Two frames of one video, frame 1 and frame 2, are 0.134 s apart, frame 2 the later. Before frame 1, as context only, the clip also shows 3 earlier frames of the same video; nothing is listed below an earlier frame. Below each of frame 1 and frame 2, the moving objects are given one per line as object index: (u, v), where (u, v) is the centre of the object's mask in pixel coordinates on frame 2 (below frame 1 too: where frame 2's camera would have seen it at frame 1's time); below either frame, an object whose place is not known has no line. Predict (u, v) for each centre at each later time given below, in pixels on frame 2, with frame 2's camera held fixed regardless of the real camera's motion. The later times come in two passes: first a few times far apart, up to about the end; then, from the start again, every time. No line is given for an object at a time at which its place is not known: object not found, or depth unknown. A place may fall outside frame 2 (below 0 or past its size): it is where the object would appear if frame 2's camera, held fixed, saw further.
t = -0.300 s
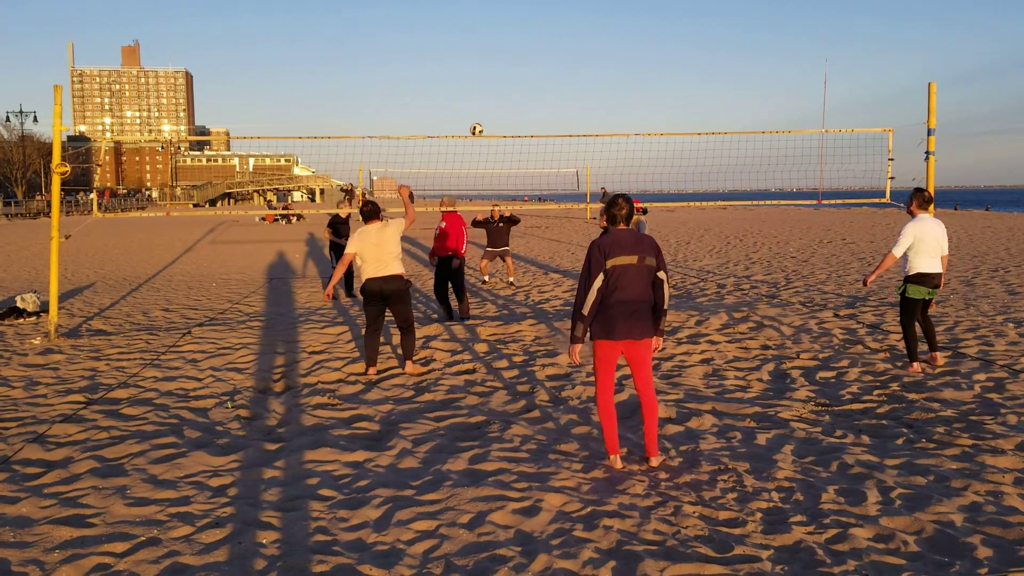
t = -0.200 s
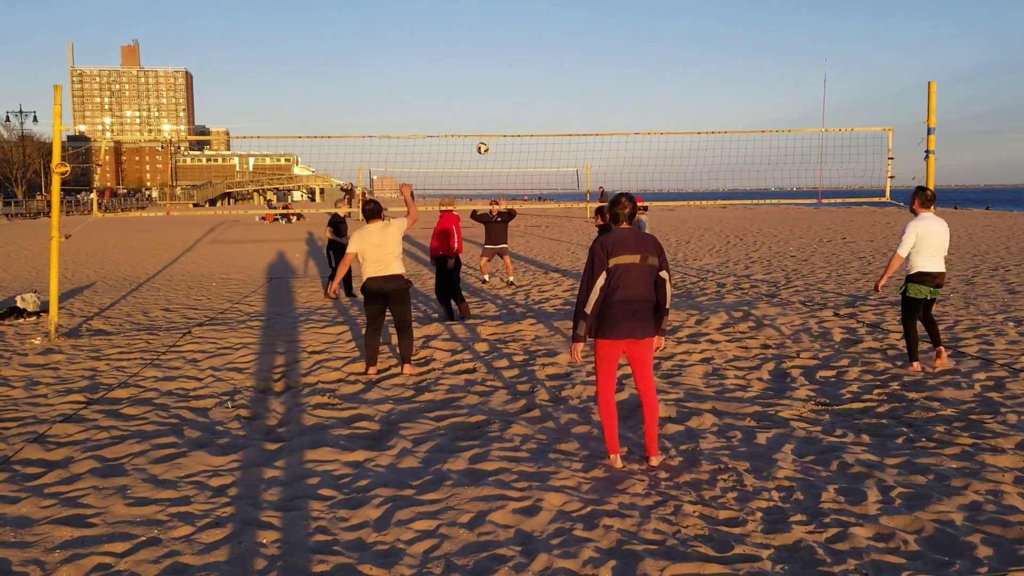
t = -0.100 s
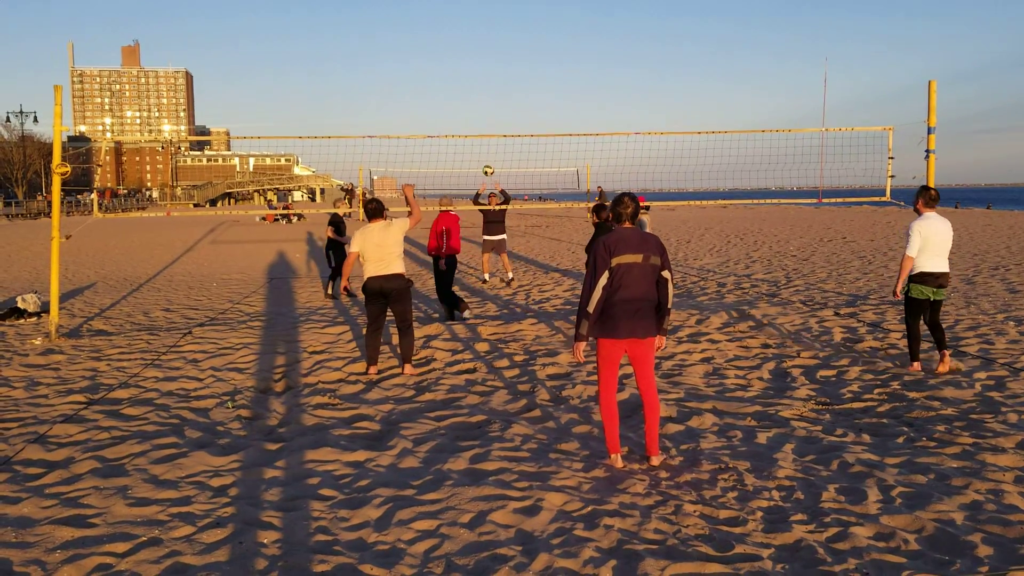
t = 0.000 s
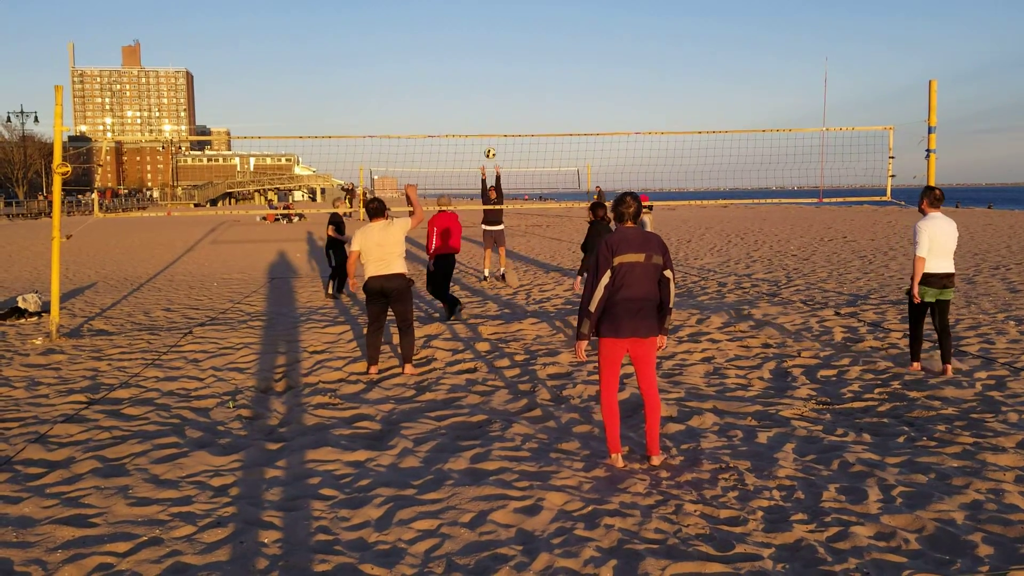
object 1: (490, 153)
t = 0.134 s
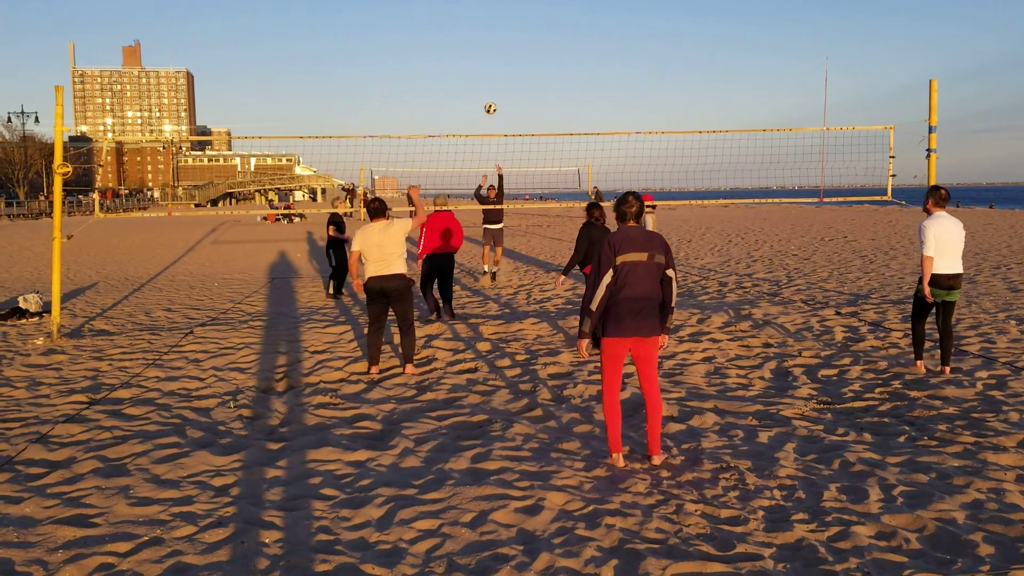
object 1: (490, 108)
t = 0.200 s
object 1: (491, 88)
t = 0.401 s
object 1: (490, 41)
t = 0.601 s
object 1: (487, 13)
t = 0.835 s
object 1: (480, 10)
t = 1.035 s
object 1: (473, 32)
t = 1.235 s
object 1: (465, 81)
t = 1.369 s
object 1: (457, 125)
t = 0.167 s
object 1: (490, 98)
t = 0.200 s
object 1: (491, 88)
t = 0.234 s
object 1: (491, 79)
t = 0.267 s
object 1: (491, 70)
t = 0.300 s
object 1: (491, 62)
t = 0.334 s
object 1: (491, 54)
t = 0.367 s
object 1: (491, 47)
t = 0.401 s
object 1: (490, 41)
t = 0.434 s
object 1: (490, 34)
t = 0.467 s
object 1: (489, 29)
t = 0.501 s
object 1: (489, 24)
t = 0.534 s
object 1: (488, 20)
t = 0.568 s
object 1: (488, 16)
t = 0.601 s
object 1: (487, 13)
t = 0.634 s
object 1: (486, 11)
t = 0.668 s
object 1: (485, 9)
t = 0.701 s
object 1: (484, 8)
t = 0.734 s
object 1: (483, 8)
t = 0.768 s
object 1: (482, 8)
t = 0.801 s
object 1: (481, 9)
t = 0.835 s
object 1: (480, 10)
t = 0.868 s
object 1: (478, 12)
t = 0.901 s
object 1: (477, 15)
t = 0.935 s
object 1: (477, 18)
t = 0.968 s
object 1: (475, 22)
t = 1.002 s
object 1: (474, 27)
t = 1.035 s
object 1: (473, 32)
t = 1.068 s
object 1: (472, 39)
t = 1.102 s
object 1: (471, 46)
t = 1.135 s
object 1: (470, 54)
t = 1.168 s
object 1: (468, 62)
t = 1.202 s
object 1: (467, 71)
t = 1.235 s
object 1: (465, 81)
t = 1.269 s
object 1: (463, 91)
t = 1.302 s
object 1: (461, 102)
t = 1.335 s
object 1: (459, 113)
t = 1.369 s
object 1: (457, 125)
